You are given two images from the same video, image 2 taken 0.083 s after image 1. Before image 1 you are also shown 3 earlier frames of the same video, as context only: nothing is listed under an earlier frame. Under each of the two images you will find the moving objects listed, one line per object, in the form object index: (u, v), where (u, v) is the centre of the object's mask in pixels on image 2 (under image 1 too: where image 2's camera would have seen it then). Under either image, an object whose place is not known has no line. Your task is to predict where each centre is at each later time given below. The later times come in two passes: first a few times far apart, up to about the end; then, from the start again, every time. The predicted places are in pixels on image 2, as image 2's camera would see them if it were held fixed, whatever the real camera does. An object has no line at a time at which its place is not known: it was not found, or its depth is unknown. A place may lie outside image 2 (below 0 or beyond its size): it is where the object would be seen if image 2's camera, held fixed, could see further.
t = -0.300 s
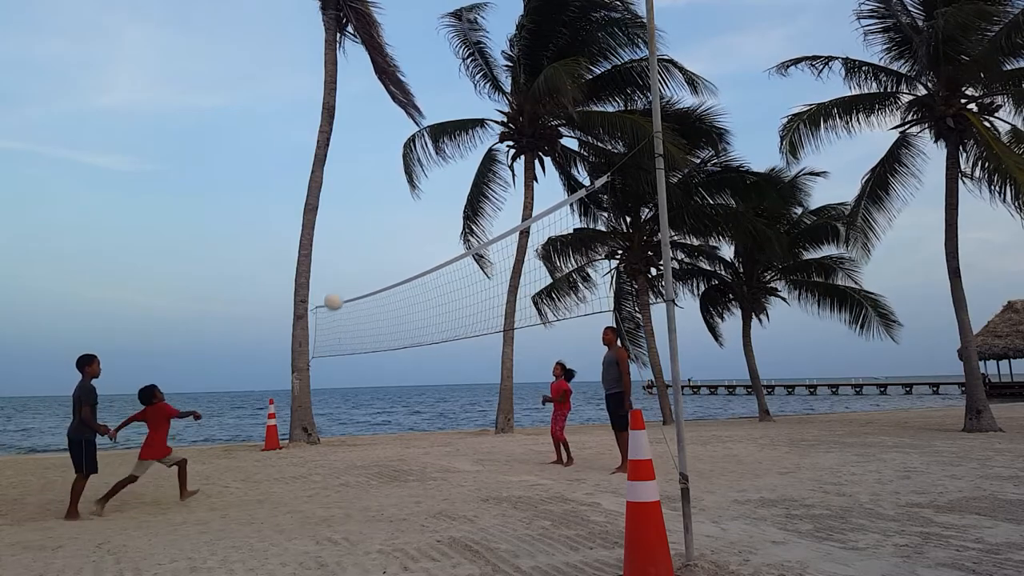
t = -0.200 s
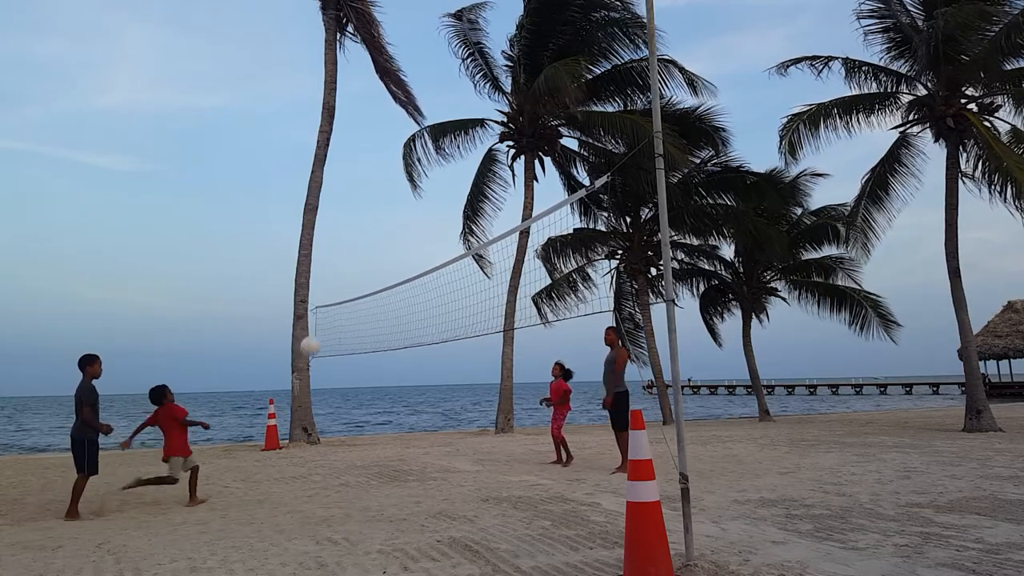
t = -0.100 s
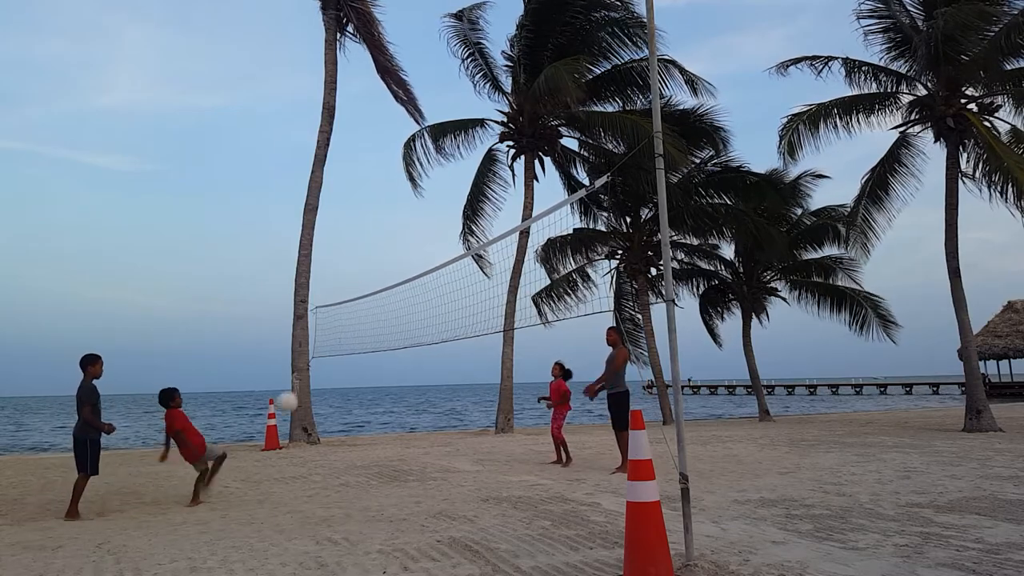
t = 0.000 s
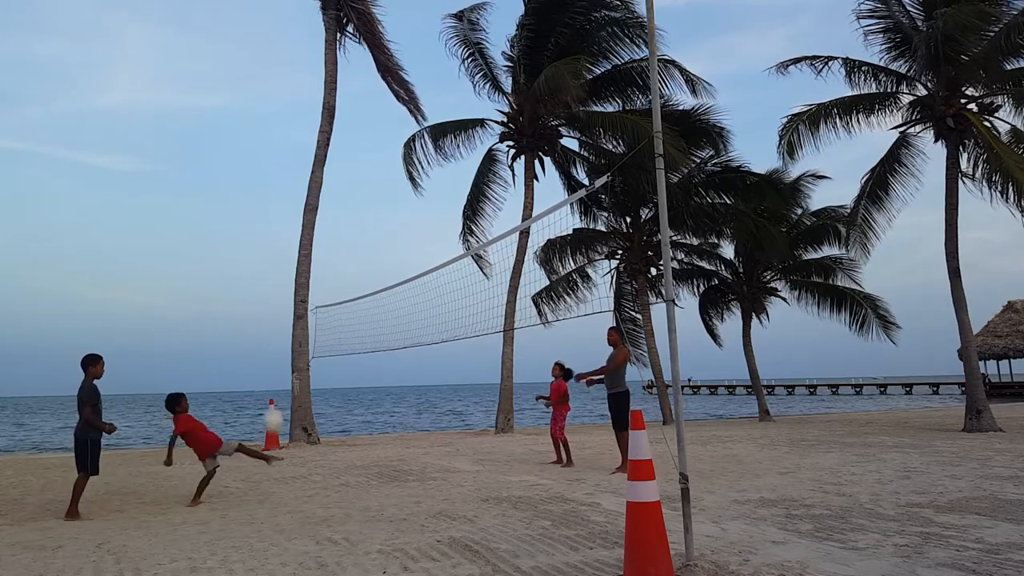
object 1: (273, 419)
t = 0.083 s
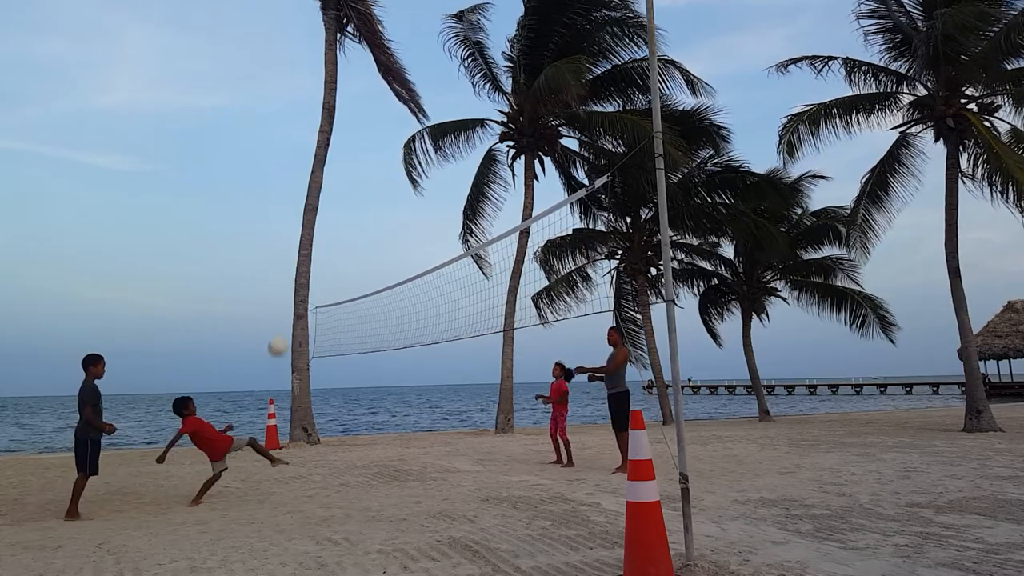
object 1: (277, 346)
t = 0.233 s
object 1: (287, 240)
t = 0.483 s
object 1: (297, 123)
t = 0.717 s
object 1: (304, 67)
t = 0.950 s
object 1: (310, 57)
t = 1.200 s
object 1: (317, 91)
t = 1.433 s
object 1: (324, 161)
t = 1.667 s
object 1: (335, 269)
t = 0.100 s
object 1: (277, 334)
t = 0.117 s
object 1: (280, 320)
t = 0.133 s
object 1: (280, 308)
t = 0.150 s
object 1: (282, 296)
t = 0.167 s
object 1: (283, 284)
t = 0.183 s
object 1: (284, 272)
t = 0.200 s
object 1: (286, 261)
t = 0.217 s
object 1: (286, 250)
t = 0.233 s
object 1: (287, 240)
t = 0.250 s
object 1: (288, 229)
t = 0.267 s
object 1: (288, 220)
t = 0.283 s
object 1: (289, 210)
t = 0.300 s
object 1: (290, 201)
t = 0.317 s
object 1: (290, 192)
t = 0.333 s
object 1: (291, 184)
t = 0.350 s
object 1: (292, 176)
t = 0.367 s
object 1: (292, 169)
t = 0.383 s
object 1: (293, 162)
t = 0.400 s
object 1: (294, 155)
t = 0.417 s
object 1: (294, 148)
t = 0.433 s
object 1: (295, 141)
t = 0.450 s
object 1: (296, 135)
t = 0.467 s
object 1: (296, 128)
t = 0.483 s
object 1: (297, 123)
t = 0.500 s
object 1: (297, 117)
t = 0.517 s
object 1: (297, 112)
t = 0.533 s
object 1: (298, 106)
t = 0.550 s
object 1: (298, 102)
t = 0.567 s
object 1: (299, 97)
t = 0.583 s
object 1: (299, 93)
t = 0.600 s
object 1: (300, 89)
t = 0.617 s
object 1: (300, 86)
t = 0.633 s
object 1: (301, 82)
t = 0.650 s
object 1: (302, 79)
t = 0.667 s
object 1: (302, 76)
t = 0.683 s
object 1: (303, 73)
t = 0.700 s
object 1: (303, 70)
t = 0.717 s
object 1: (304, 67)
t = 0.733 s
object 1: (304, 65)
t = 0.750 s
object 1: (304, 63)
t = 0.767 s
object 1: (304, 62)
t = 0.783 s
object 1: (305, 60)
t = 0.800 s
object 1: (305, 59)
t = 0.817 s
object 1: (306, 58)
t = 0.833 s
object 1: (306, 58)
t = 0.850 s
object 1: (307, 57)
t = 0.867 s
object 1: (308, 57)
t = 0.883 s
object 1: (308, 57)
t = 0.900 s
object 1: (309, 56)
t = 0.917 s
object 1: (309, 57)
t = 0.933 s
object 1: (310, 57)
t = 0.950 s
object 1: (310, 57)
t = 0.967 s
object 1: (310, 58)
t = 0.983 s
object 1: (311, 59)
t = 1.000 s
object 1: (311, 60)
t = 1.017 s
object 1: (311, 62)
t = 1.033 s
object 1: (311, 64)
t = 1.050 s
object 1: (312, 66)
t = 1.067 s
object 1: (313, 68)
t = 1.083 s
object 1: (314, 70)
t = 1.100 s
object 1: (314, 73)
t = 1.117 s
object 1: (315, 75)
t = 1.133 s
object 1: (315, 78)
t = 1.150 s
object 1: (315, 81)
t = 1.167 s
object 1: (316, 84)
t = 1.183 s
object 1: (317, 87)
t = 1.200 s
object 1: (317, 91)
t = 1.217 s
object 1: (317, 95)
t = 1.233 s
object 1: (318, 99)
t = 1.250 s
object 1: (318, 103)
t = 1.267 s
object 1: (319, 107)
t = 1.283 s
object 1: (320, 112)
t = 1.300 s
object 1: (321, 117)
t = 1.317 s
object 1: (321, 122)
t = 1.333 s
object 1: (322, 127)
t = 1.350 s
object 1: (322, 132)
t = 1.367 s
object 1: (323, 137)
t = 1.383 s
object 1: (324, 144)
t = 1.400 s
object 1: (324, 149)
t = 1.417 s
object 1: (324, 155)
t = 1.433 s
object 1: (324, 161)
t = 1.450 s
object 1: (325, 168)
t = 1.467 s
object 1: (326, 175)
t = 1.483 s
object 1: (327, 182)
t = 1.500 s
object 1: (328, 189)
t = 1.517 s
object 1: (329, 197)
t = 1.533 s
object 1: (329, 204)
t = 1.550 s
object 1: (330, 212)
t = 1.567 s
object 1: (331, 219)
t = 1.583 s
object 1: (332, 227)
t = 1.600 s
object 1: (333, 235)
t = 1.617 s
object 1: (333, 243)
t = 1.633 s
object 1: (334, 252)
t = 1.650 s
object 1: (335, 260)
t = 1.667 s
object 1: (335, 269)
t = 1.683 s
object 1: (336, 279)
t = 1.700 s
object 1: (337, 288)
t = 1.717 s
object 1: (338, 298)
